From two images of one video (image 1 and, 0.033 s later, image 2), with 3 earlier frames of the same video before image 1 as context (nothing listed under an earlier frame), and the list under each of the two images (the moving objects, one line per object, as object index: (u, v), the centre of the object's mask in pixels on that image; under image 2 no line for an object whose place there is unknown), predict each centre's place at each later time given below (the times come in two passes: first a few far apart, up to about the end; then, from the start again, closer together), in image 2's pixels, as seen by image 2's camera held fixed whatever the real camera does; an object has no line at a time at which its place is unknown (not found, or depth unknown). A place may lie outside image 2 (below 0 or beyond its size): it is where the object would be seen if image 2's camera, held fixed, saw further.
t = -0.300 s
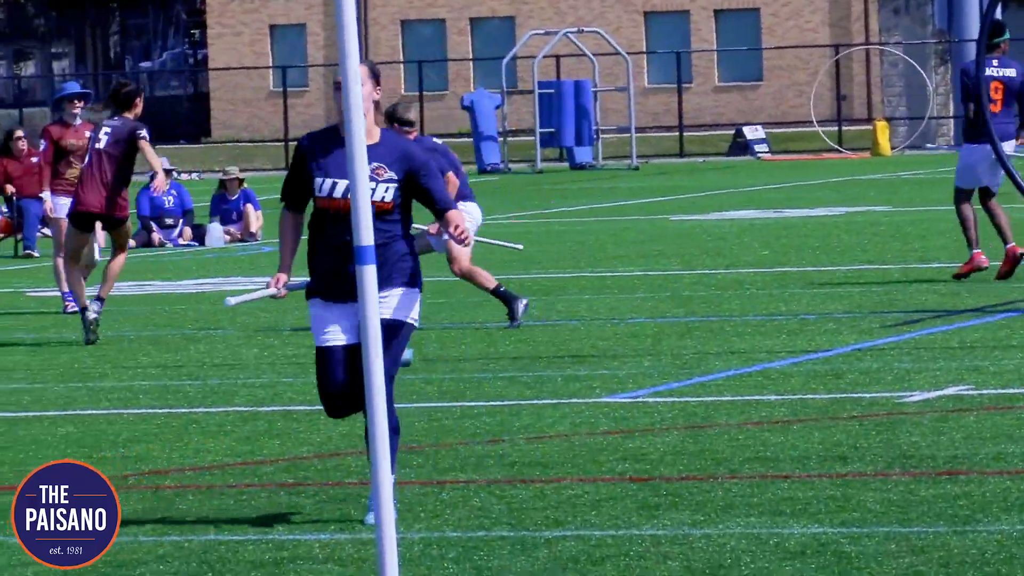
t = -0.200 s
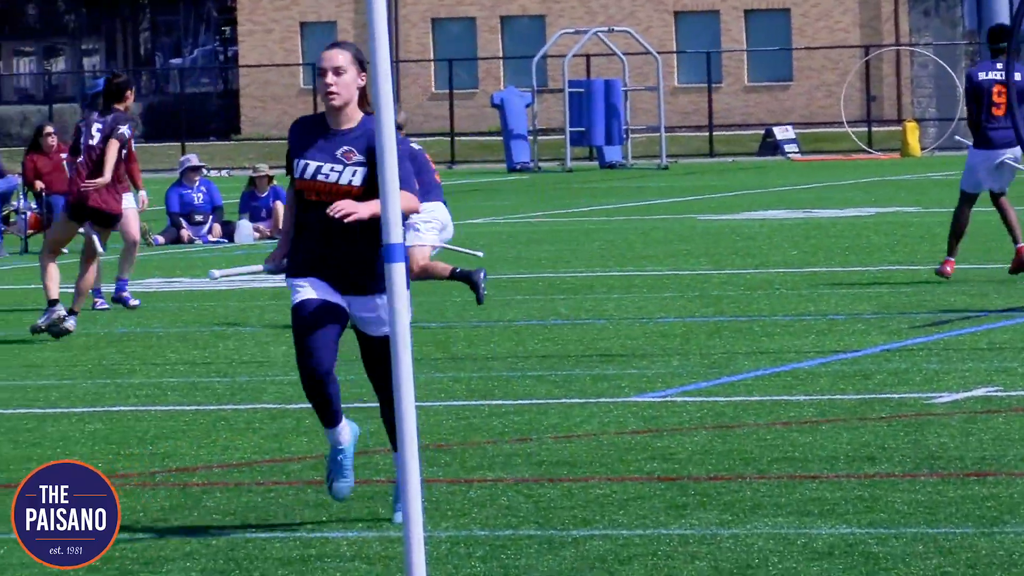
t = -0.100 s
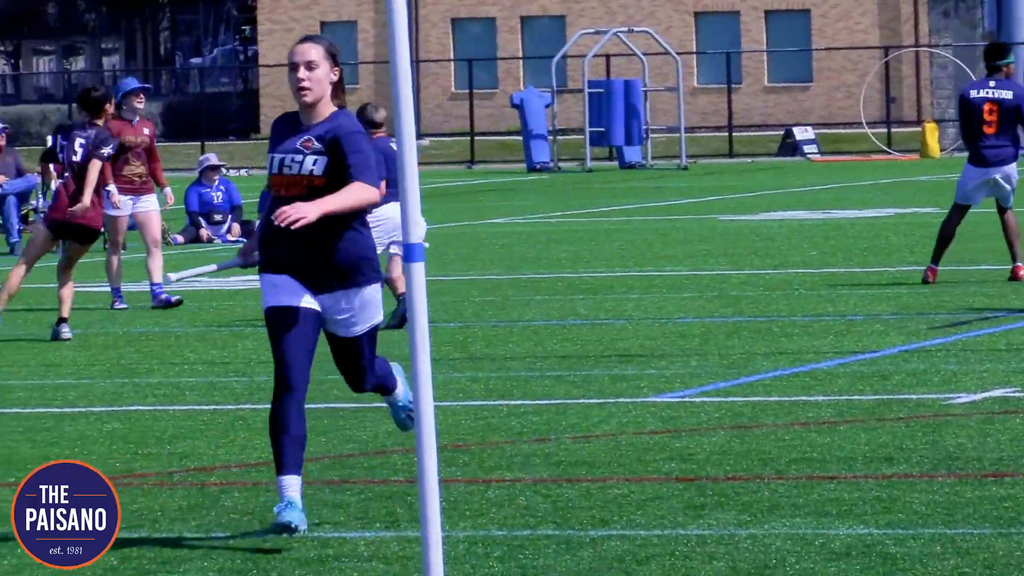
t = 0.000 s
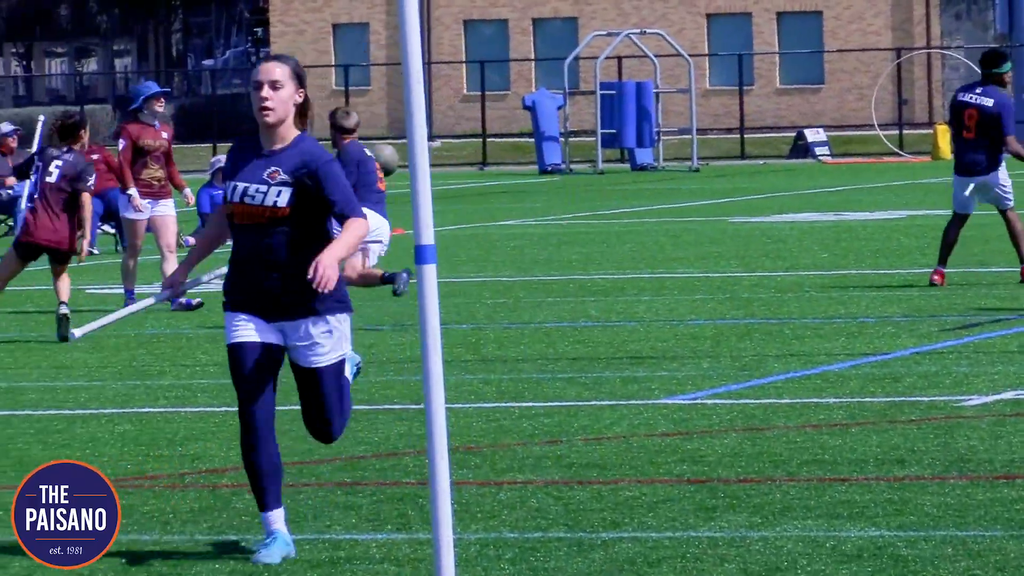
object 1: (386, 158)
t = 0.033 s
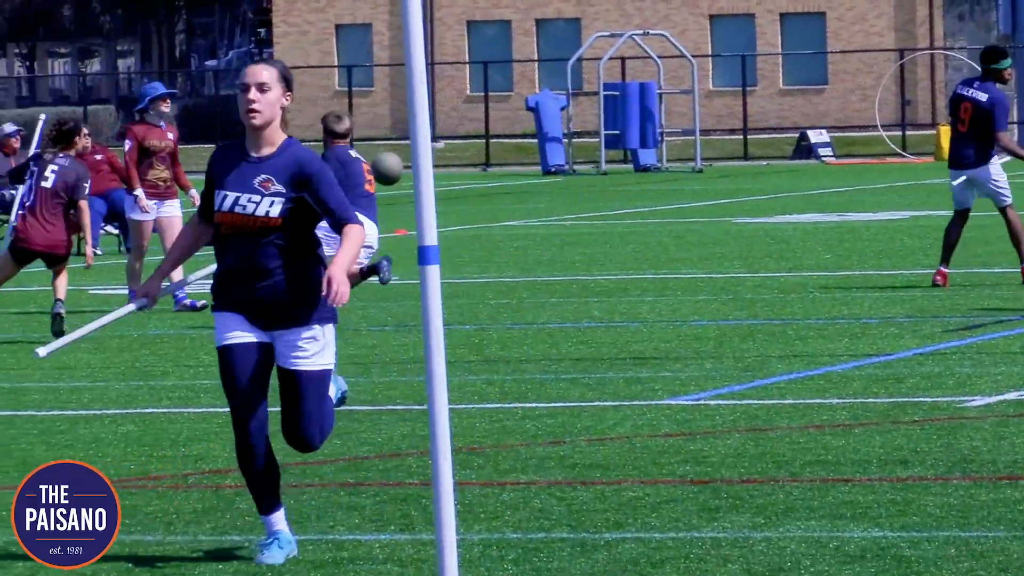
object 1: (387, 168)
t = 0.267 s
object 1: (393, 267)
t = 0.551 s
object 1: (394, 228)
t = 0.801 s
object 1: (393, 239)
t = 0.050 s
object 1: (388, 173)
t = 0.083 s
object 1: (388, 183)
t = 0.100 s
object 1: (389, 189)
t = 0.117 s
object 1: (389, 195)
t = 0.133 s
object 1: (390, 201)
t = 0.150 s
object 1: (390, 208)
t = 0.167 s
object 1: (391, 215)
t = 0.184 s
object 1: (391, 223)
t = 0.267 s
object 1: (393, 267)
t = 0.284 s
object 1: (394, 278)
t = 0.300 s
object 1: (394, 288)
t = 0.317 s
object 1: (394, 296)
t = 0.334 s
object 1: (394, 295)
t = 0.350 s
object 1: (394, 288)
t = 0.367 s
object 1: (394, 280)
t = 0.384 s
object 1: (394, 273)
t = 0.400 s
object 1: (394, 267)
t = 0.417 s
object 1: (394, 260)
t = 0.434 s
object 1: (394, 255)
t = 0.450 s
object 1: (393, 250)
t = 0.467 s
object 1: (394, 245)
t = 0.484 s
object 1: (394, 242)
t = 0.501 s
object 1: (393, 237)
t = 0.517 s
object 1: (394, 234)
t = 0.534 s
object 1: (394, 231)
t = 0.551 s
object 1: (394, 228)
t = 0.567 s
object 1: (394, 226)
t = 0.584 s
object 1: (394, 225)
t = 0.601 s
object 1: (394, 224)
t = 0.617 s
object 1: (394, 223)
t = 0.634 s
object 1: (394, 223)
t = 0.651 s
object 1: (394, 223)
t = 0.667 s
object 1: (394, 223)
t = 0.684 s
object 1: (394, 224)
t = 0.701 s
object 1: (394, 224)
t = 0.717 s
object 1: (394, 225)
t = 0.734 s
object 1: (394, 227)
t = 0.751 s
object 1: (393, 229)
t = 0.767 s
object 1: (393, 232)
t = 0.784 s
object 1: (393, 235)
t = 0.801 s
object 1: (393, 239)
